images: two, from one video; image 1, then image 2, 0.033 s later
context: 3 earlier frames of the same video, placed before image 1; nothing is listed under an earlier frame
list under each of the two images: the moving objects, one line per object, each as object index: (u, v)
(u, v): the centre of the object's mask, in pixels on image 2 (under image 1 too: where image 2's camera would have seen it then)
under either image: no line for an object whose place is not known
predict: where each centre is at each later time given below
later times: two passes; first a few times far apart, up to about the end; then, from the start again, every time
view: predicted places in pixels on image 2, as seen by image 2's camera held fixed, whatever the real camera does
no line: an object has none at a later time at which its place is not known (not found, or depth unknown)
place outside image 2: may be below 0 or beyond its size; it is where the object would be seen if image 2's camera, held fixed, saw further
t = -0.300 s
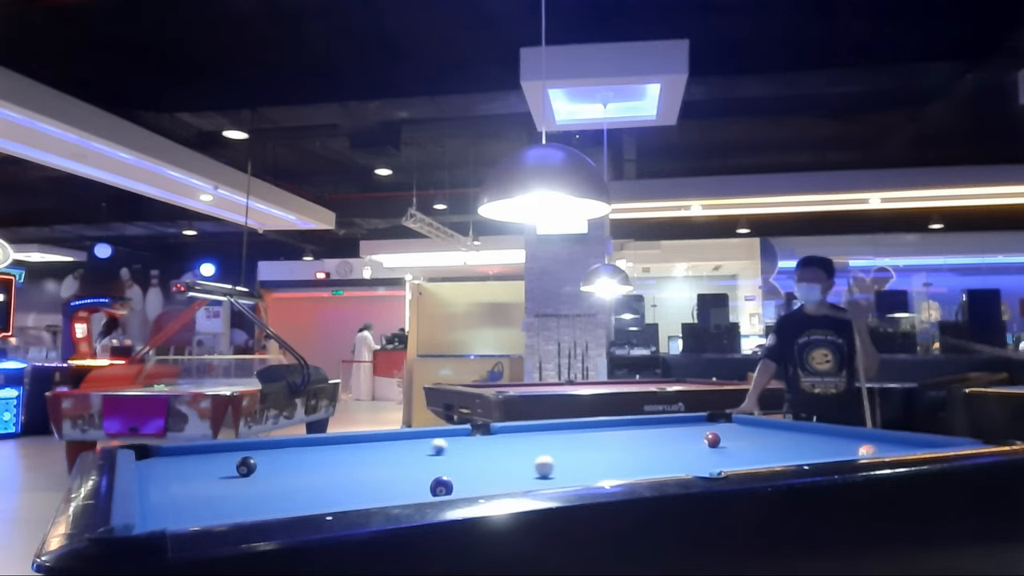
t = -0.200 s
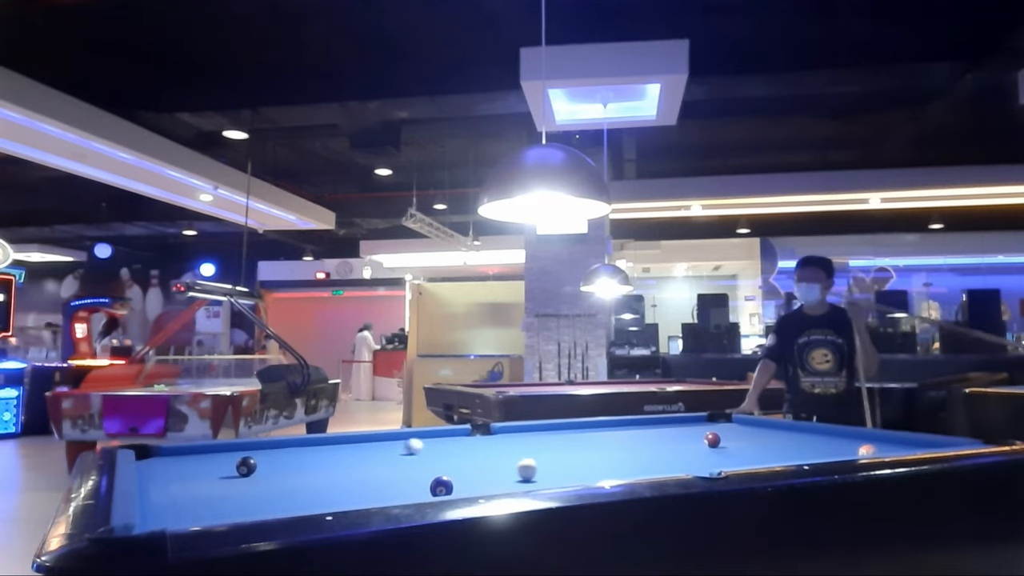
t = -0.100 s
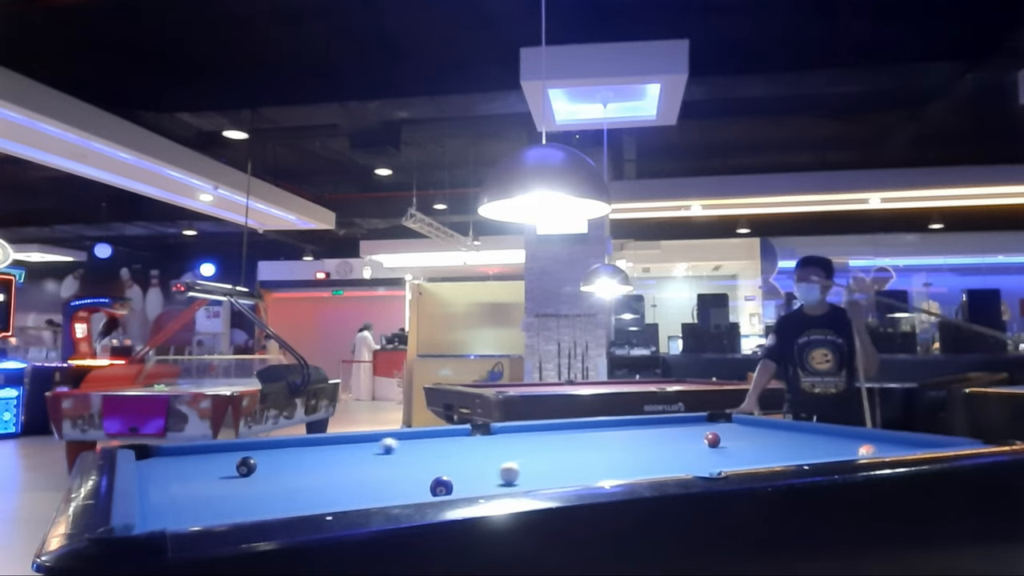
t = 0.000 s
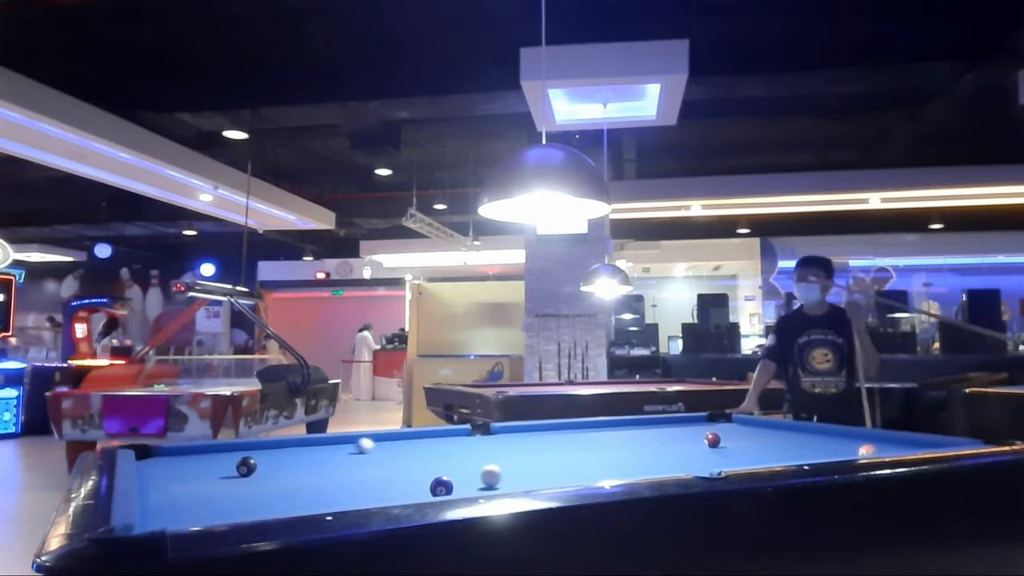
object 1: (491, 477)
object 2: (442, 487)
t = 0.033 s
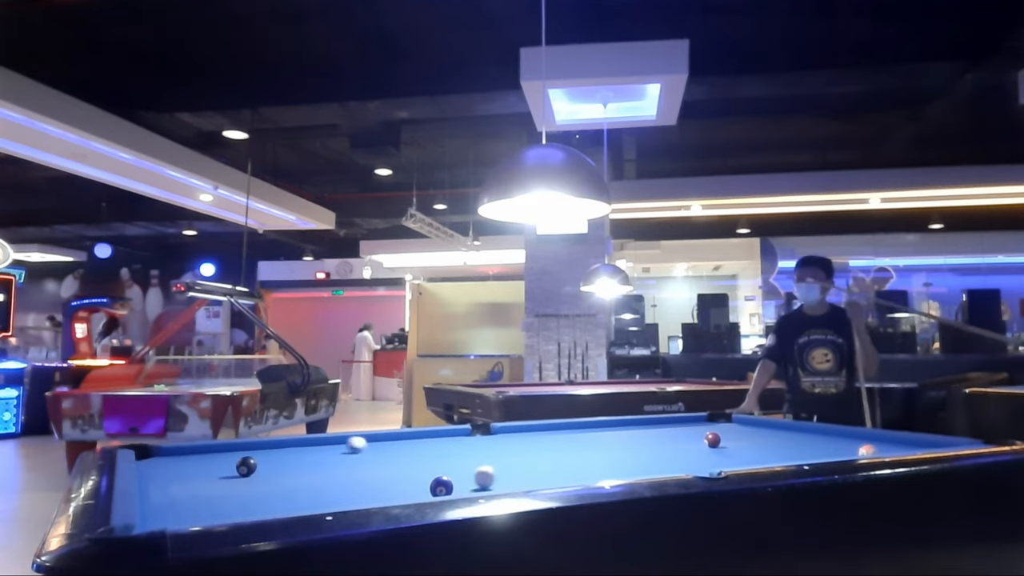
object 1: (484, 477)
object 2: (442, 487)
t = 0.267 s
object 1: (447, 478)
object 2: (436, 488)
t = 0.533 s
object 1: (410, 483)
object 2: (418, 492)
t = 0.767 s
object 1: (384, 486)
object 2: (399, 495)
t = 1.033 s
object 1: (356, 487)
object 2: (380, 496)
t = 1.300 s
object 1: (330, 488)
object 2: (362, 497)
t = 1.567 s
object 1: (307, 489)
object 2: (348, 497)
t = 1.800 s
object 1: (289, 490)
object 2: (337, 498)
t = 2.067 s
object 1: (271, 491)
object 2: (328, 498)
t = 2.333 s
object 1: (257, 492)
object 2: (322, 498)
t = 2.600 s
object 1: (245, 493)
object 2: (318, 499)
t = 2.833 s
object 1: (238, 493)
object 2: (316, 499)
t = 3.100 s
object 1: (232, 494)
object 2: (316, 499)
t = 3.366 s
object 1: (230, 494)
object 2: (316, 499)
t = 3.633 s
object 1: (230, 494)
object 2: (316, 499)
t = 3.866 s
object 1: (230, 494)
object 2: (316, 499)
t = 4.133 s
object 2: (316, 499)
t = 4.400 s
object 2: (316, 499)
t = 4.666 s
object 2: (316, 499)
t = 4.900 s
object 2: (316, 499)
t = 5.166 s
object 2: (316, 499)
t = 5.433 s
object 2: (316, 499)
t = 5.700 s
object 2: (316, 499)
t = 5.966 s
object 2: (316, 499)
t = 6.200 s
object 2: (316, 499)
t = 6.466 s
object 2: (316, 499)
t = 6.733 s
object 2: (316, 499)
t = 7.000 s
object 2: (316, 499)
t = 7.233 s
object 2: (316, 499)
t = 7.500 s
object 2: (316, 499)
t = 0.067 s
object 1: (478, 478)
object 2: (441, 486)
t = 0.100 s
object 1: (471, 480)
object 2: (441, 486)
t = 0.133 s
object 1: (465, 481)
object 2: (441, 486)
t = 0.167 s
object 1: (460, 481)
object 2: (441, 486)
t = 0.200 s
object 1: (456, 480)
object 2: (441, 486)
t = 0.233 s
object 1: (452, 480)
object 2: (439, 487)
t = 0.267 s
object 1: (447, 478)
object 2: (436, 488)
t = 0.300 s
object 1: (442, 477)
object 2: (434, 488)
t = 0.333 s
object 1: (437, 477)
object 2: (432, 489)
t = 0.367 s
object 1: (433, 477)
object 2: (429, 490)
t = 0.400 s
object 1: (426, 479)
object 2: (427, 490)
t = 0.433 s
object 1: (421, 481)
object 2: (426, 491)
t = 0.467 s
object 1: (417, 481)
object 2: (424, 491)
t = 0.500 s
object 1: (413, 482)
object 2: (421, 492)
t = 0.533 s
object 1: (410, 483)
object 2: (418, 492)
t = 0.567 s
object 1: (406, 484)
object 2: (416, 493)
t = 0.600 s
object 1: (402, 484)
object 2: (415, 493)
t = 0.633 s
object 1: (398, 485)
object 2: (411, 494)
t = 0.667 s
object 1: (395, 485)
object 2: (409, 494)
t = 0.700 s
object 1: (391, 486)
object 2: (407, 495)
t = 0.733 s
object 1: (388, 485)
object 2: (402, 495)
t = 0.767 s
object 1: (384, 486)
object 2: (399, 495)
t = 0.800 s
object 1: (381, 486)
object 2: (397, 496)
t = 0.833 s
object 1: (377, 487)
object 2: (394, 496)
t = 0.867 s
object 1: (373, 486)
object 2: (391, 496)
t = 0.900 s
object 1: (370, 486)
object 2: (389, 496)
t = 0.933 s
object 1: (366, 486)
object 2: (387, 496)
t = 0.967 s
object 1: (363, 486)
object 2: (384, 496)
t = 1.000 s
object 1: (359, 487)
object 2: (382, 496)
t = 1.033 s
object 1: (356, 487)
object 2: (380, 496)
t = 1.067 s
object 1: (353, 487)
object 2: (377, 496)
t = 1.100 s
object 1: (349, 487)
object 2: (375, 496)
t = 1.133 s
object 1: (346, 487)
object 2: (373, 496)
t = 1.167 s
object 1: (343, 488)
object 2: (371, 497)
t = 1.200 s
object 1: (340, 488)
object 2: (369, 497)
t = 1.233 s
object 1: (336, 488)
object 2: (366, 497)
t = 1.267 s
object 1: (333, 488)
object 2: (364, 497)
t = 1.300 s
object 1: (330, 488)
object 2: (362, 497)
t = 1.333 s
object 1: (327, 488)
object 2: (360, 497)
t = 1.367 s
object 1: (324, 489)
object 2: (358, 497)
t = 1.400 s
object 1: (321, 489)
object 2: (356, 497)
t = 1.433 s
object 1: (318, 489)
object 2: (355, 497)
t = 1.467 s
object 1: (315, 489)
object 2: (353, 497)
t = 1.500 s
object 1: (313, 489)
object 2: (351, 497)
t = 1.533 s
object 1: (310, 489)
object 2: (349, 497)
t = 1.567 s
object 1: (307, 489)
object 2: (348, 497)
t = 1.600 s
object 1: (304, 490)
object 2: (346, 497)
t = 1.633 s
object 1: (302, 490)
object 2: (345, 498)
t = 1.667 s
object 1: (299, 490)
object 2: (343, 498)
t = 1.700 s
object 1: (297, 490)
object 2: (341, 498)
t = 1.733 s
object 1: (294, 490)
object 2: (340, 498)
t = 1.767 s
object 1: (292, 490)
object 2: (339, 498)
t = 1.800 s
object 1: (289, 490)
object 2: (337, 498)
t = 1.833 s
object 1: (287, 490)
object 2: (336, 498)
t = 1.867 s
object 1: (284, 490)
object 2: (335, 498)
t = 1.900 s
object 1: (282, 490)
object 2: (334, 498)
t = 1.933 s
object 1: (280, 491)
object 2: (332, 498)
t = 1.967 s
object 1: (278, 491)
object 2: (331, 498)
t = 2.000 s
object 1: (276, 491)
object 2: (330, 498)
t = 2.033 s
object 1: (273, 491)
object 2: (329, 498)
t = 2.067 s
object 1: (271, 491)
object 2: (328, 498)
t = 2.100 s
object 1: (269, 491)
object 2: (327, 498)
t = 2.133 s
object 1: (268, 491)
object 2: (327, 498)
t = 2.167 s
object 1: (266, 491)
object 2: (326, 498)
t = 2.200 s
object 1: (264, 491)
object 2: (325, 498)
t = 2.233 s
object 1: (262, 492)
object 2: (324, 498)
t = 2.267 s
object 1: (261, 492)
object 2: (323, 498)
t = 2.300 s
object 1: (259, 492)
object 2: (323, 499)
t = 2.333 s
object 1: (257, 492)
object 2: (322, 498)
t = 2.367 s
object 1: (255, 492)
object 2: (321, 499)
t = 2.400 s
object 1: (254, 492)
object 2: (321, 499)
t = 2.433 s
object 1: (252, 492)
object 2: (320, 499)
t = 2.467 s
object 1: (251, 492)
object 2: (320, 499)
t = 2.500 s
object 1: (249, 492)
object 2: (319, 499)
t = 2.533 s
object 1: (248, 492)
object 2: (319, 499)
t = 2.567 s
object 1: (247, 493)
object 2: (318, 499)
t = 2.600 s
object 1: (245, 493)
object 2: (318, 499)
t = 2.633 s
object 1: (244, 493)
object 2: (318, 499)
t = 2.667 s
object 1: (243, 493)
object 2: (317, 499)
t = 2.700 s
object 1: (242, 493)
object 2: (317, 499)
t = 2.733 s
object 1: (241, 493)
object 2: (317, 499)
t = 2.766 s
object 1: (240, 493)
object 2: (317, 499)
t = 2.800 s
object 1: (239, 493)
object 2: (316, 499)
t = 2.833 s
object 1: (238, 493)
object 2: (316, 499)
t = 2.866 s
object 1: (237, 493)
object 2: (316, 499)
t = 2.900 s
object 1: (236, 493)
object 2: (316, 499)
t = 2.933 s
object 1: (235, 493)
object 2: (316, 499)
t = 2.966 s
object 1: (235, 494)
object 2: (316, 499)
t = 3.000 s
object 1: (234, 493)
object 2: (316, 499)
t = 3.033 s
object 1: (233, 494)
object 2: (316, 499)
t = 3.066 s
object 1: (233, 494)
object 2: (316, 499)
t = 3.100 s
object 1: (232, 494)
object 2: (316, 499)
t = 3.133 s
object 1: (231, 494)
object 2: (316, 499)
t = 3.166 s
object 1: (231, 494)
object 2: (316, 499)
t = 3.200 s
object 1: (231, 494)
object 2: (316, 499)
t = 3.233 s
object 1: (230, 494)
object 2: (316, 499)
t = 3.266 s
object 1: (230, 494)
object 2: (316, 499)
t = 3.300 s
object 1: (230, 494)
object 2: (316, 499)
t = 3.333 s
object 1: (230, 494)
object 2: (316, 499)
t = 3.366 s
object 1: (230, 494)
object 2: (316, 499)
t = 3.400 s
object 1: (230, 494)
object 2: (316, 499)
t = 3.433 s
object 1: (230, 494)
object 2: (316, 499)
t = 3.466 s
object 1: (230, 494)
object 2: (316, 499)
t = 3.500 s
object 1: (230, 494)
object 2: (316, 499)
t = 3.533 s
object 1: (230, 494)
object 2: (316, 499)
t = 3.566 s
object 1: (230, 494)
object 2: (316, 499)
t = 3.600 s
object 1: (230, 494)
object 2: (316, 499)
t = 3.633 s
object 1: (230, 494)
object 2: (316, 499)
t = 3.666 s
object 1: (230, 494)
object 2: (316, 499)
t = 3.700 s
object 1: (230, 494)
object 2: (316, 499)
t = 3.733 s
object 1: (230, 494)
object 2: (316, 499)
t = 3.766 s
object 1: (230, 494)
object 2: (316, 499)
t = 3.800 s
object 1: (230, 494)
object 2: (316, 499)
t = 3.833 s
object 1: (230, 494)
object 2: (316, 499)
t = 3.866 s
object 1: (230, 494)
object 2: (316, 499)
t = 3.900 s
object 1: (230, 494)
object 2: (316, 499)
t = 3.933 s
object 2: (316, 499)
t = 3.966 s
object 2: (316, 499)
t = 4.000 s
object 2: (316, 499)
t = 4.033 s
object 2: (316, 499)
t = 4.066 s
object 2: (316, 499)
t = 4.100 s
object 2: (316, 499)
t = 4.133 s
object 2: (316, 499)
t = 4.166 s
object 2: (316, 499)
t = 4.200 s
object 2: (316, 499)
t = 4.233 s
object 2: (316, 499)
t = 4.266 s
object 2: (316, 499)
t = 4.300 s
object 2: (316, 499)
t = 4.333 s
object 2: (316, 499)
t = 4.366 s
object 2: (316, 499)
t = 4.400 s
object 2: (316, 499)
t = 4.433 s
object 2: (316, 499)
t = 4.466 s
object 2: (316, 499)
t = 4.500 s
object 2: (316, 499)
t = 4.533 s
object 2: (316, 499)
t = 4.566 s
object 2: (316, 499)
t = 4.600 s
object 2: (316, 499)
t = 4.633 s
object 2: (316, 499)
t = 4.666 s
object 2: (316, 499)
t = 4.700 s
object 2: (316, 499)
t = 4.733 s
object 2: (316, 499)
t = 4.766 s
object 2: (316, 499)
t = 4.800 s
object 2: (316, 499)
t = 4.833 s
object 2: (316, 499)
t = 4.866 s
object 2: (316, 499)
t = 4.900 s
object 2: (316, 499)
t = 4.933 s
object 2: (316, 499)
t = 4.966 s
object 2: (316, 499)
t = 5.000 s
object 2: (316, 499)
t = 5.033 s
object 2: (316, 499)
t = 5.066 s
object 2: (316, 499)
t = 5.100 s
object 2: (316, 499)
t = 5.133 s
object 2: (316, 499)
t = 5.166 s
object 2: (316, 499)
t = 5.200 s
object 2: (316, 499)
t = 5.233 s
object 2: (316, 499)
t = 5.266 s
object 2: (316, 499)
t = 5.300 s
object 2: (316, 499)
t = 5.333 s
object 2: (316, 499)
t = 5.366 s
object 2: (316, 499)
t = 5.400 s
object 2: (316, 499)
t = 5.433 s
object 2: (316, 499)
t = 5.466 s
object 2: (316, 499)
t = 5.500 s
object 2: (316, 499)
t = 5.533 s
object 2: (316, 499)
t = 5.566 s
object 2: (316, 499)
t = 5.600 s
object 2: (316, 499)
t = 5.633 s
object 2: (316, 499)
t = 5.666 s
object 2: (316, 499)
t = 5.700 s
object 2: (316, 499)
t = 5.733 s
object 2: (316, 499)
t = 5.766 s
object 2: (316, 499)
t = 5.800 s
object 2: (316, 499)
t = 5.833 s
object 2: (316, 499)
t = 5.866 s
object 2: (316, 499)
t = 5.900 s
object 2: (316, 499)
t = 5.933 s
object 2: (316, 499)
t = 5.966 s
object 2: (316, 499)
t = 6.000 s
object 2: (316, 499)
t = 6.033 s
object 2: (316, 499)
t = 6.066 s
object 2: (316, 499)
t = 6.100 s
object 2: (316, 499)
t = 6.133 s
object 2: (316, 499)
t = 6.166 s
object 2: (316, 499)
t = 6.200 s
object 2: (316, 499)
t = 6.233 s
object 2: (316, 499)
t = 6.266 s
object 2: (316, 499)
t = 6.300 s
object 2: (316, 499)
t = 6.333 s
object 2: (316, 499)
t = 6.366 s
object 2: (316, 499)
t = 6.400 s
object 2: (316, 499)
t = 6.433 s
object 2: (316, 499)
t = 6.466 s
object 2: (316, 499)
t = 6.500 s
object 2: (316, 499)
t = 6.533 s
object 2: (316, 499)
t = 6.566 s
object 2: (316, 499)
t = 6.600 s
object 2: (316, 499)
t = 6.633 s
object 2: (316, 499)
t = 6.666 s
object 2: (316, 499)
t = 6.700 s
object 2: (316, 499)
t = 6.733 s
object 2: (316, 499)
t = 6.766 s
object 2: (316, 499)
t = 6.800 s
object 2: (316, 499)
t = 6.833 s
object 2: (316, 499)
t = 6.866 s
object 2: (316, 499)
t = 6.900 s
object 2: (316, 499)
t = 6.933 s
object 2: (316, 499)
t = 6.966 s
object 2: (316, 499)
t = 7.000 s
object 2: (316, 499)
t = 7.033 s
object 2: (316, 499)
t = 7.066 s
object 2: (316, 499)
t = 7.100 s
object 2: (316, 499)
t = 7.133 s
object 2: (316, 499)
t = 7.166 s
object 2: (316, 499)
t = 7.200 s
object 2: (316, 499)
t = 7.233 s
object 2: (316, 499)
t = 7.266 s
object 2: (316, 499)
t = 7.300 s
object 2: (316, 499)
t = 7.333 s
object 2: (316, 499)
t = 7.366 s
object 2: (316, 499)
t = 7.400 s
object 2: (316, 499)
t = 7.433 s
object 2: (316, 499)
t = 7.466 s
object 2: (316, 499)
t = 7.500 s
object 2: (316, 499)
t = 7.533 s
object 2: (316, 499)
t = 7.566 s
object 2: (316, 499)
